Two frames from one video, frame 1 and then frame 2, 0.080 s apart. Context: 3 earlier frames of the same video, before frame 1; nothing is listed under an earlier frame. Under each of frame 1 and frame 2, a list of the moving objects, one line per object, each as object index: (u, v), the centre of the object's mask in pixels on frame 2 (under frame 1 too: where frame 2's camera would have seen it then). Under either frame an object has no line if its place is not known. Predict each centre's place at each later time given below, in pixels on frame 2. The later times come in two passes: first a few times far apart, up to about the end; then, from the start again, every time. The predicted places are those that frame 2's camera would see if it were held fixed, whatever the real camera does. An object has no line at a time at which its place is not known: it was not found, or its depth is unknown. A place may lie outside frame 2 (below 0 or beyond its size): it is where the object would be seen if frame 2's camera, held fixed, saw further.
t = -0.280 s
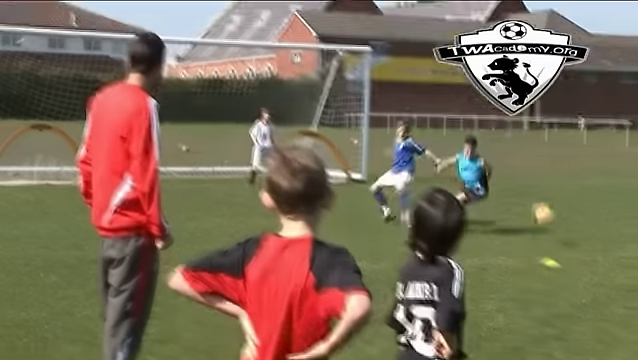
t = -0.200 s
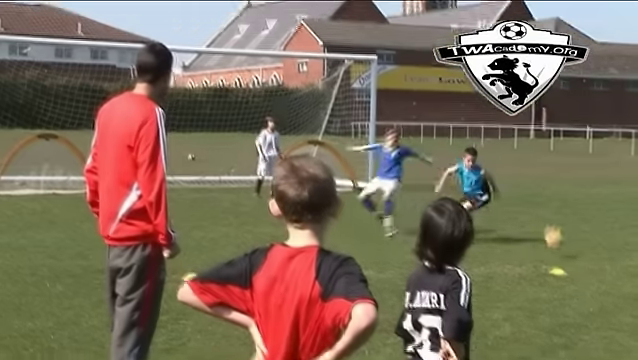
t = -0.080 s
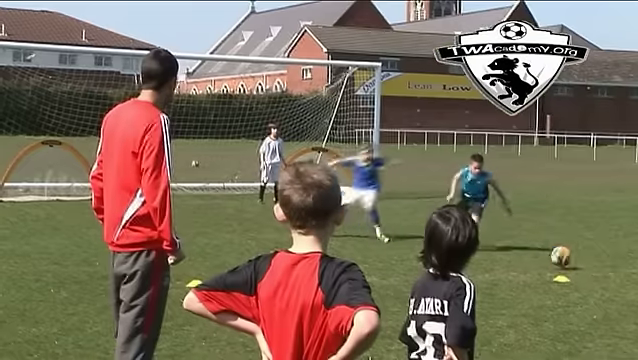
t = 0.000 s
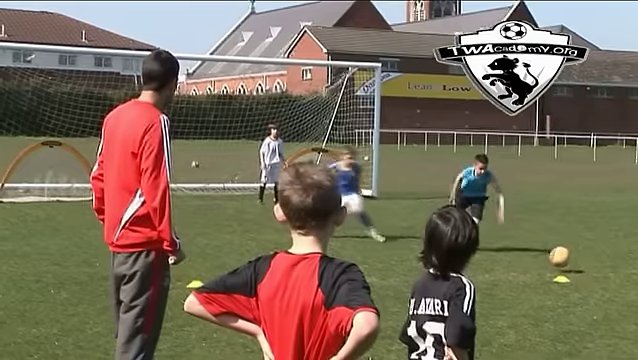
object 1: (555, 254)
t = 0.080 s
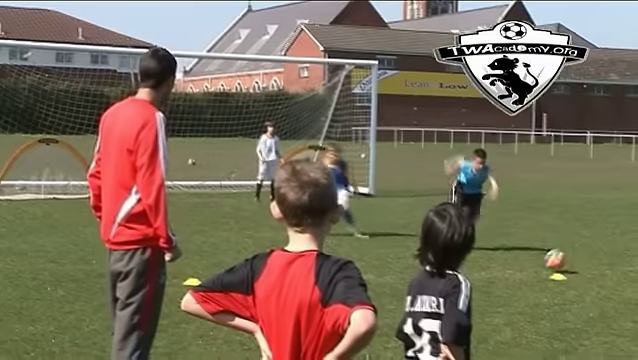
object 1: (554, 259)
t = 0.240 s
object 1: (553, 264)
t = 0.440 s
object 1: (548, 265)
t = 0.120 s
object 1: (553, 263)
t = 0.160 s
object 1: (554, 263)
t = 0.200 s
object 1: (553, 263)
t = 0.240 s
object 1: (553, 264)
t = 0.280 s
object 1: (553, 264)
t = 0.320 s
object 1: (551, 261)
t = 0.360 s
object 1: (550, 261)
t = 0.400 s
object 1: (549, 262)
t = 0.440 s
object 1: (548, 265)
